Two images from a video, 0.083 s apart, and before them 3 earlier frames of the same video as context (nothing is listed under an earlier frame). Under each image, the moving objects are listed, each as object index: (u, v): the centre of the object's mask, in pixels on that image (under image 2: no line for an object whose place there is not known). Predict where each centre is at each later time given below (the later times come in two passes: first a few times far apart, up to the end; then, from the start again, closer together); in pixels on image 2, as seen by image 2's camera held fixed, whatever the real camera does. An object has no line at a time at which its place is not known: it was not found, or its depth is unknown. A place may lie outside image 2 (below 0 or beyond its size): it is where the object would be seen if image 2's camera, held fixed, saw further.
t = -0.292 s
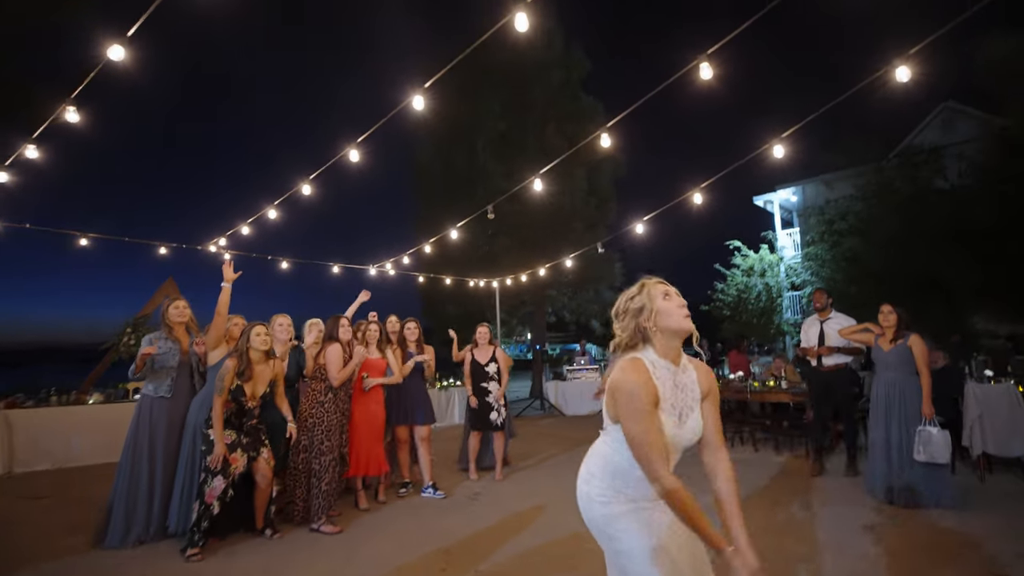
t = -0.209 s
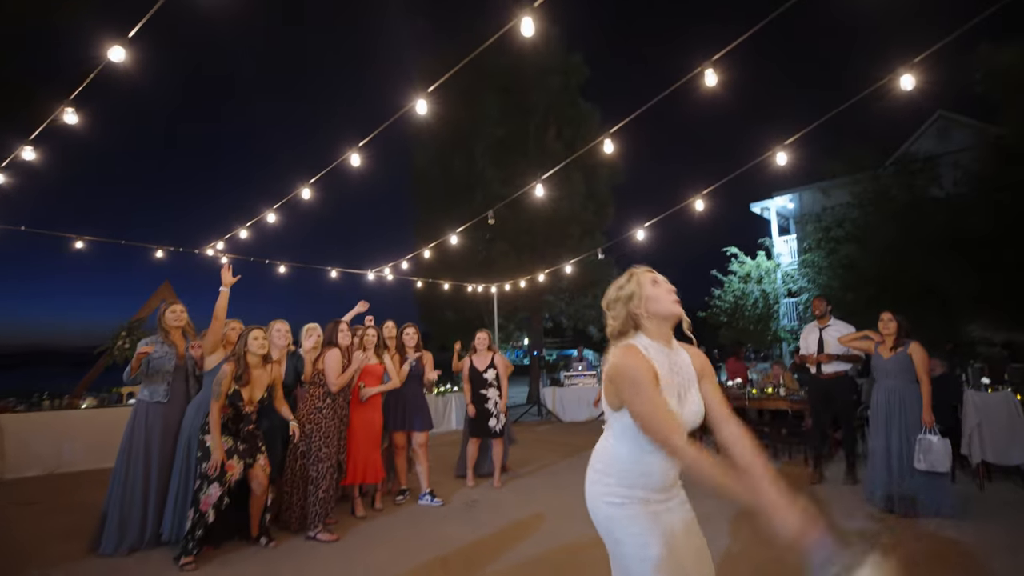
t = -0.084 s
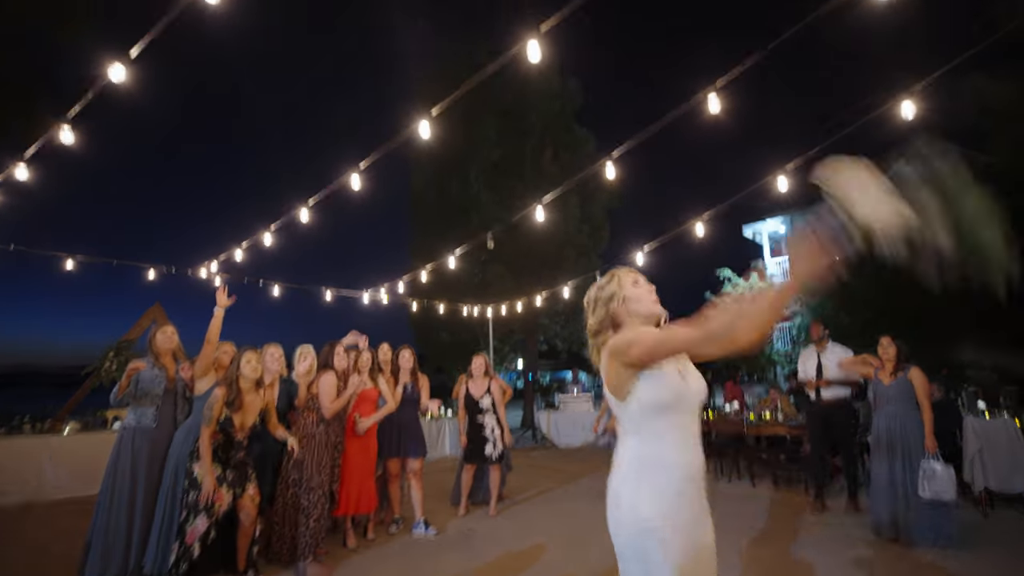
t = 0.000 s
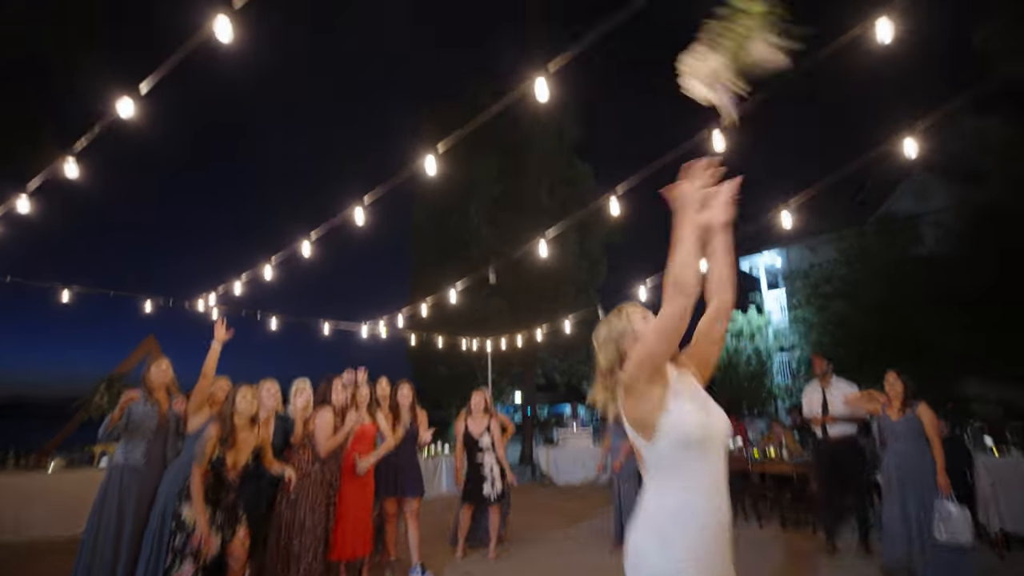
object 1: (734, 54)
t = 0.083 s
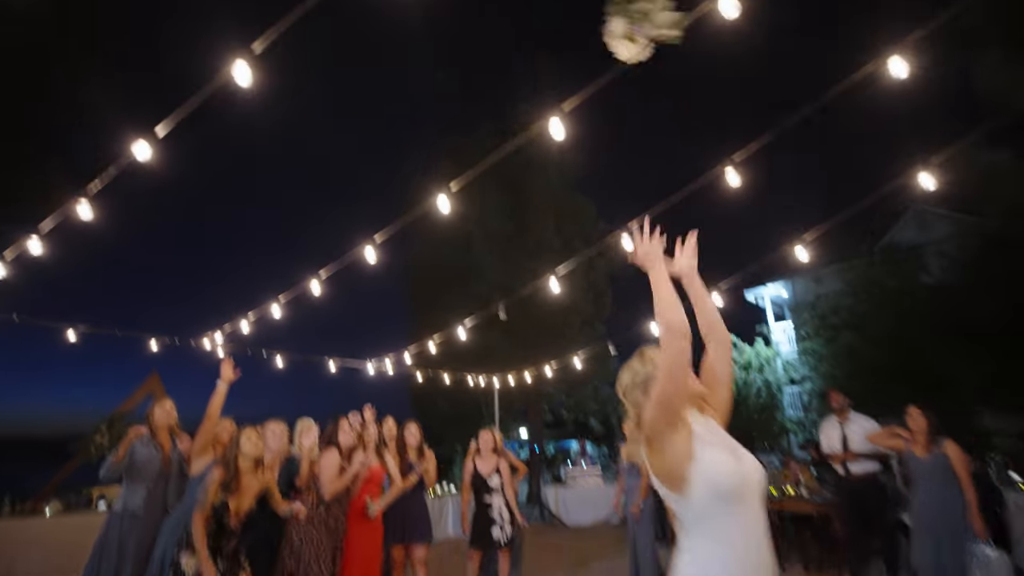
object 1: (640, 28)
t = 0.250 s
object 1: (535, -19)
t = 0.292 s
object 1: (516, -19)
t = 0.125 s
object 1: (604, 8)
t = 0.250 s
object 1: (535, -19)
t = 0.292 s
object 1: (516, -19)
